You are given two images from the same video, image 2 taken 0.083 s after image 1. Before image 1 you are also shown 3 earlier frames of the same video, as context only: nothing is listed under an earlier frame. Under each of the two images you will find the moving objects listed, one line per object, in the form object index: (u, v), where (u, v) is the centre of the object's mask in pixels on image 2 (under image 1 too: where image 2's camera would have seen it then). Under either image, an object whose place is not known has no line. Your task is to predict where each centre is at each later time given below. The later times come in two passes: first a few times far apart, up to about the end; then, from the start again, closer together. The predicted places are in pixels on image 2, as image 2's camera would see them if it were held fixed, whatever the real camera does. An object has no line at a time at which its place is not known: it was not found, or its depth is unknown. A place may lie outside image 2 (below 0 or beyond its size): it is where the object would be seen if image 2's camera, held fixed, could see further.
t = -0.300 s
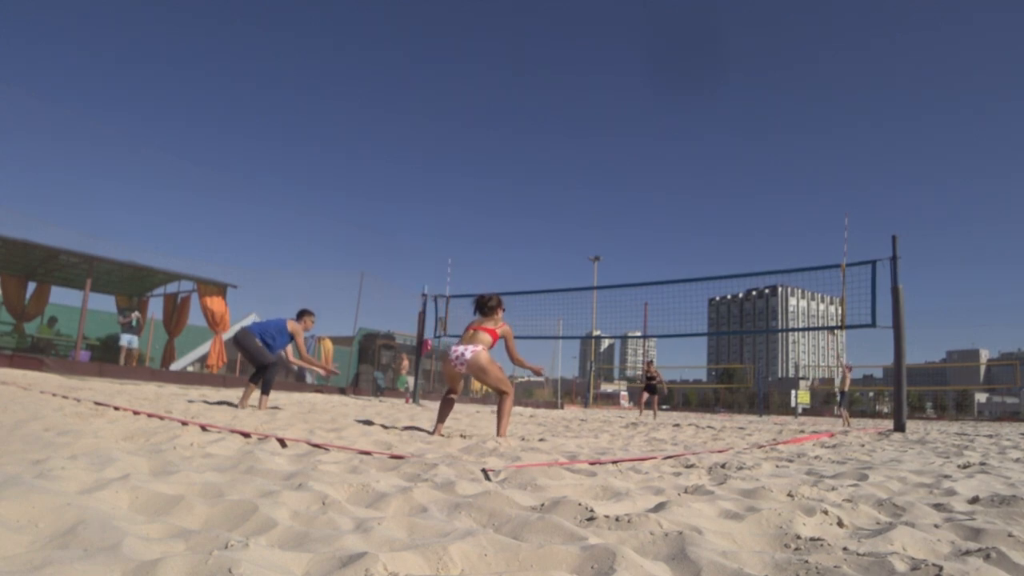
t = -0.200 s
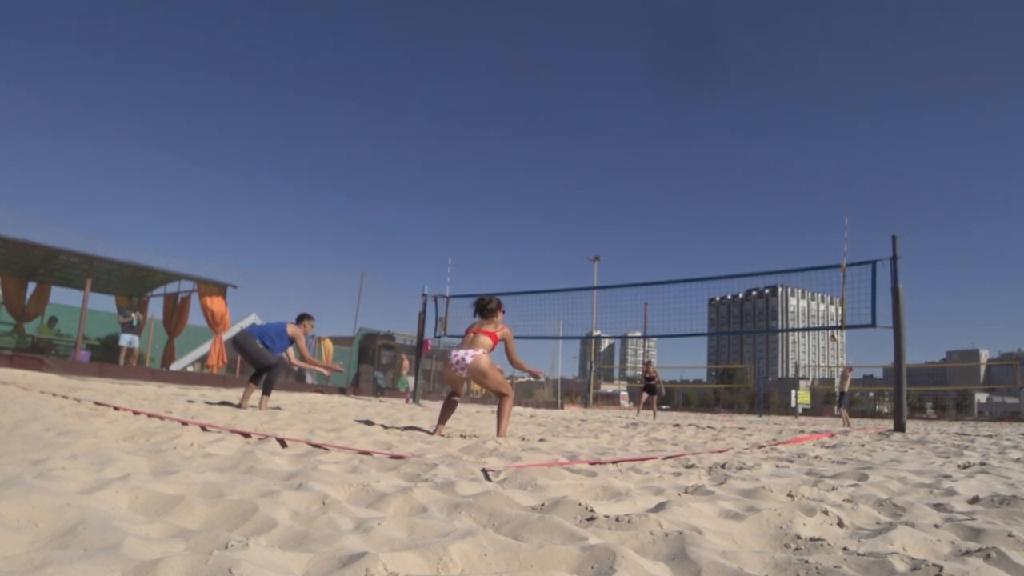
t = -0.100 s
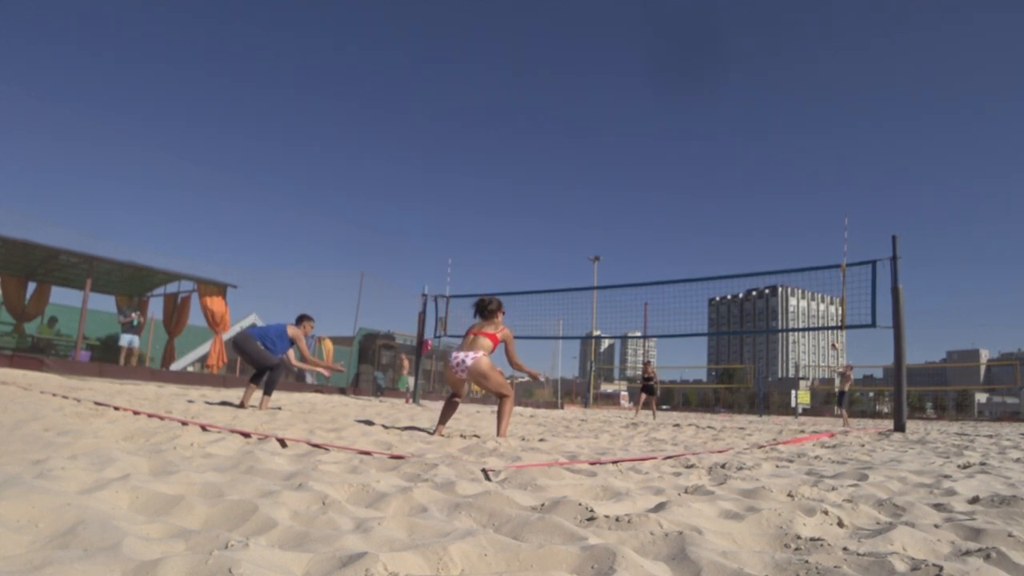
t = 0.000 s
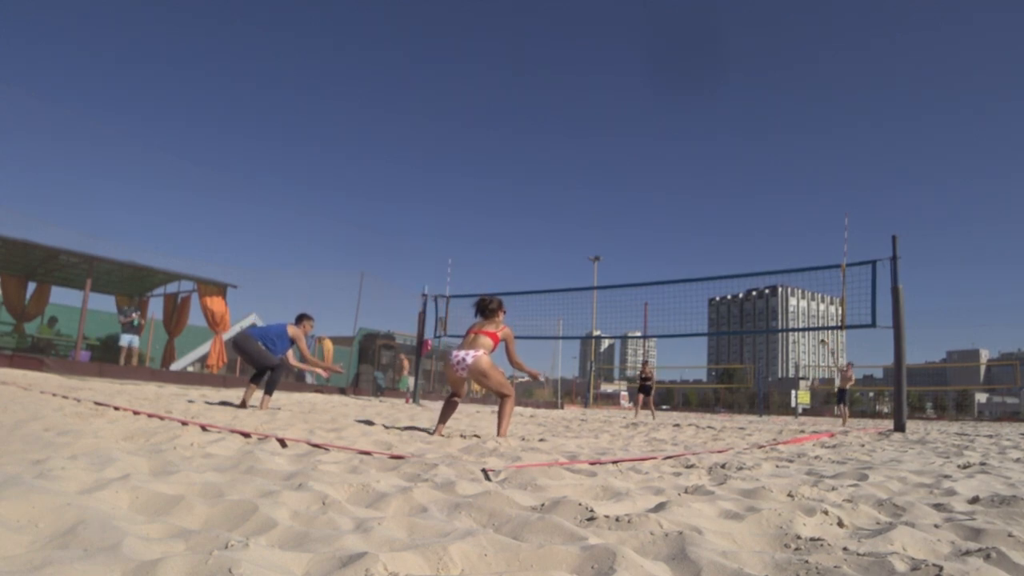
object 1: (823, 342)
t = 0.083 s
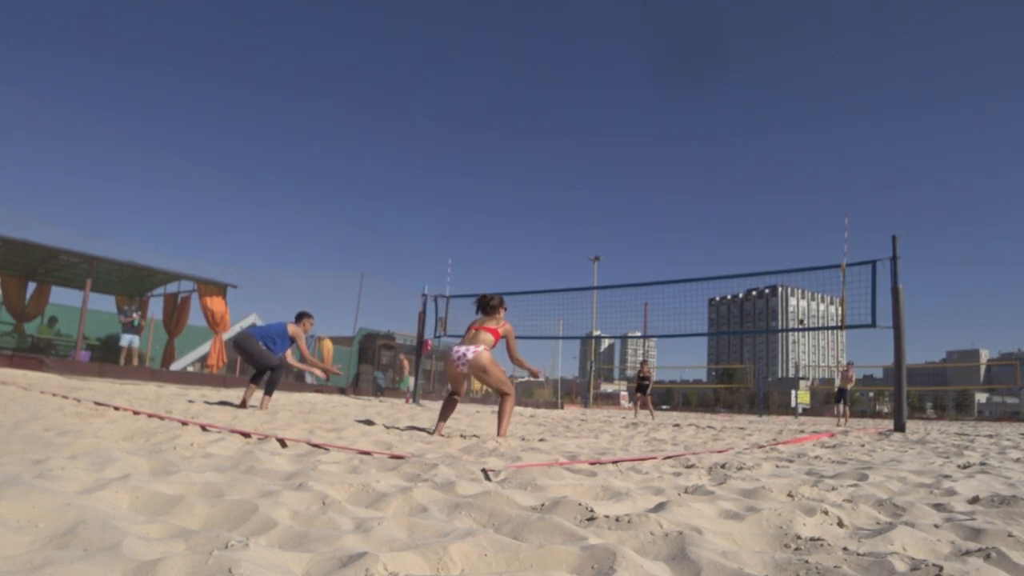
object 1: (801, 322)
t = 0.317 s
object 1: (734, 271)
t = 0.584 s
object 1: (634, 228)
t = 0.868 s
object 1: (499, 212)
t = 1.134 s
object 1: (337, 238)
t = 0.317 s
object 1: (734, 271)
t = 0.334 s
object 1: (728, 269)
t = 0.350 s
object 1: (722, 265)
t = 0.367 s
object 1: (717, 262)
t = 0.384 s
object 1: (711, 259)
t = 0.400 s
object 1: (705, 256)
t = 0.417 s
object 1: (699, 253)
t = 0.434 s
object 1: (693, 250)
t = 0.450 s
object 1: (687, 247)
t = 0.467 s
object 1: (681, 245)
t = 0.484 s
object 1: (675, 242)
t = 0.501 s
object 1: (669, 239)
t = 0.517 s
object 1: (662, 237)
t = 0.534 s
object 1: (655, 235)
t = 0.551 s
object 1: (648, 232)
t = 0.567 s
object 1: (641, 230)
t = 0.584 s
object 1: (634, 228)
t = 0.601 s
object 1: (627, 226)
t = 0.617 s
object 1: (620, 225)
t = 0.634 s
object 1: (613, 223)
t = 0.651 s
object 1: (605, 221)
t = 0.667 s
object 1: (598, 220)
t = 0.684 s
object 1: (590, 218)
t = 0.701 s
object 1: (583, 217)
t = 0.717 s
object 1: (575, 216)
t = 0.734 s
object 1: (567, 215)
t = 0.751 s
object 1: (559, 214)
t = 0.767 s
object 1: (551, 213)
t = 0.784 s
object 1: (543, 212)
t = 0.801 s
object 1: (534, 212)
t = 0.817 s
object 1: (526, 211)
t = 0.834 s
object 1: (517, 211)
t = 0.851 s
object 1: (507, 212)
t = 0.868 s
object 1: (499, 212)
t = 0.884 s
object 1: (489, 212)
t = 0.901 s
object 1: (480, 213)
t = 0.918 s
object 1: (471, 214)
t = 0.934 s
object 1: (462, 215)
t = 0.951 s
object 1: (452, 216)
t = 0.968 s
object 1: (443, 216)
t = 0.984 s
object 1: (433, 218)
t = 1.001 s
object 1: (423, 220)
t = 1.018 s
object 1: (412, 222)
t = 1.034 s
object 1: (402, 223)
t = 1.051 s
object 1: (392, 225)
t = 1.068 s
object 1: (381, 228)
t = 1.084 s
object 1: (371, 230)
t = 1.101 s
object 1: (360, 232)
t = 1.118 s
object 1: (348, 235)
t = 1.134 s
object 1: (337, 238)
